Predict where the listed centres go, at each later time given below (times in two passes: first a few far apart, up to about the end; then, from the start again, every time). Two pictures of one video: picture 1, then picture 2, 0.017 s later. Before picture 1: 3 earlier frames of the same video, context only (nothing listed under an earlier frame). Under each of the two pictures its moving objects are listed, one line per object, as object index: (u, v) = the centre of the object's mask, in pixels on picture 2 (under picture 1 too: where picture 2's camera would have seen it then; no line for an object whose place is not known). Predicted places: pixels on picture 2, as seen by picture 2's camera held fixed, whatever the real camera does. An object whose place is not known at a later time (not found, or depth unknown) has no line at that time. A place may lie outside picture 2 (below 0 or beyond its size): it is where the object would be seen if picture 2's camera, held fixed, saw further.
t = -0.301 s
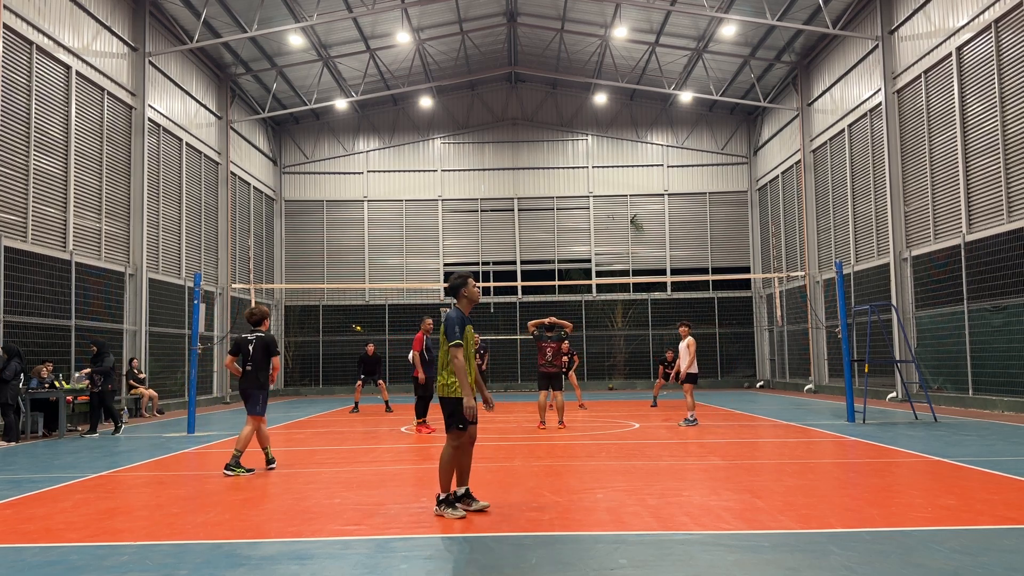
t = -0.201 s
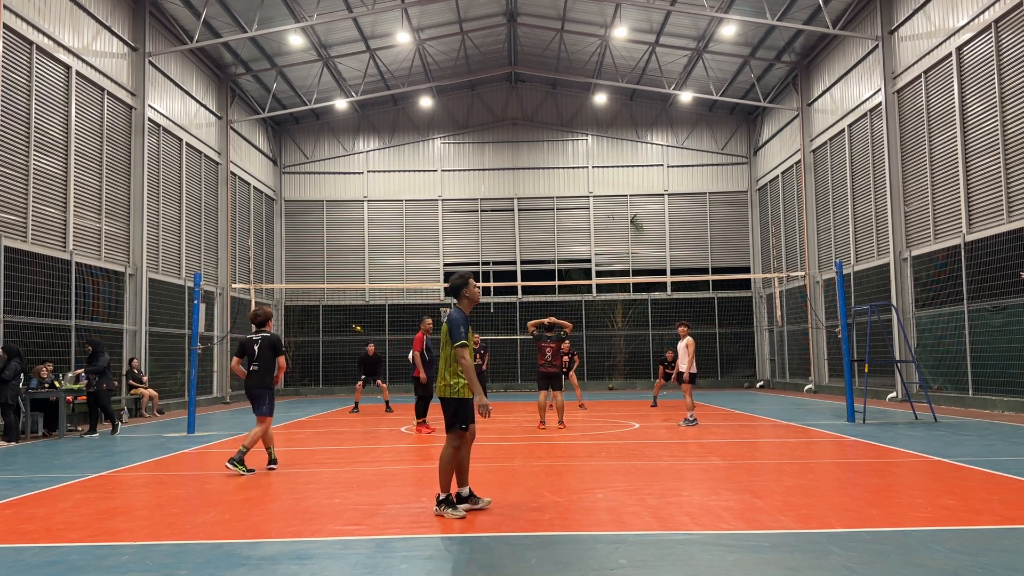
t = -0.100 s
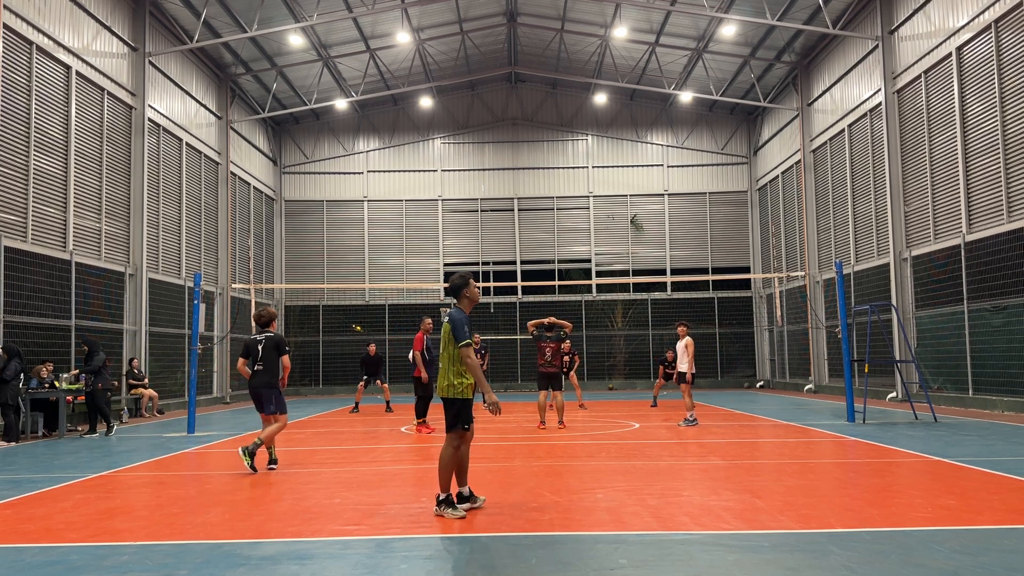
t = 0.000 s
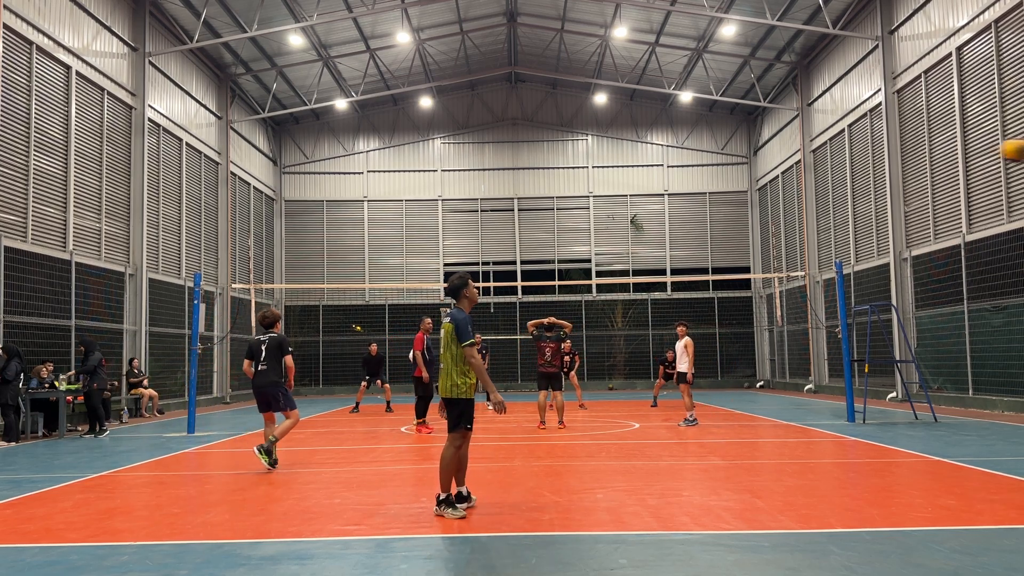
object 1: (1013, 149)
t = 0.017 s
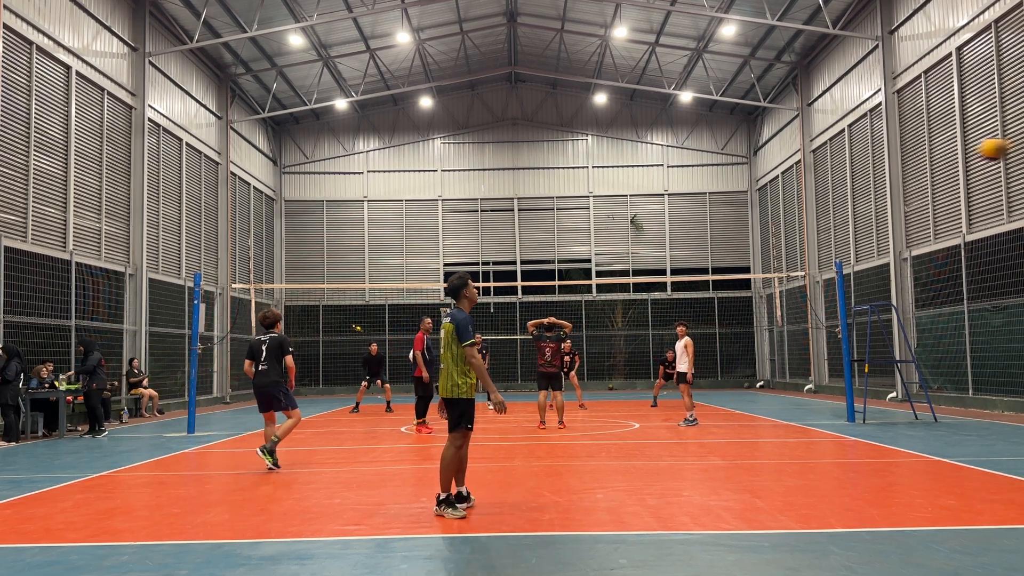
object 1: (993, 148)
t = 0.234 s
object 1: (790, 158)
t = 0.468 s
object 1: (675, 193)
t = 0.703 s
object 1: (607, 240)
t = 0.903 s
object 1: (566, 289)
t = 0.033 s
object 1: (971, 148)
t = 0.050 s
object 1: (950, 147)
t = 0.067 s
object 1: (932, 147)
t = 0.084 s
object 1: (914, 147)
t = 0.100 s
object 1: (899, 147)
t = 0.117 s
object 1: (882, 147)
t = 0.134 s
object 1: (868, 148)
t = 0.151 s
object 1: (853, 148)
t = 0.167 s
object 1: (838, 152)
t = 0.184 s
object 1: (825, 153)
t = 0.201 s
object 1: (813, 155)
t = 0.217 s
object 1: (802, 156)
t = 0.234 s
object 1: (790, 158)
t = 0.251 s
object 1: (780, 160)
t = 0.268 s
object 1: (769, 162)
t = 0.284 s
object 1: (759, 163)
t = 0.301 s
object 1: (750, 165)
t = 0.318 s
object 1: (741, 168)
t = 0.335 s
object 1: (733, 170)
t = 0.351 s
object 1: (724, 173)
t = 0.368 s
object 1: (716, 175)
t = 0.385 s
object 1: (709, 178)
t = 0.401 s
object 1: (702, 181)
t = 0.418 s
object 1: (695, 184)
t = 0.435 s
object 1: (688, 187)
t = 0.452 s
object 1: (682, 190)
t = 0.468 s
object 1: (675, 193)
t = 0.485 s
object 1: (669, 197)
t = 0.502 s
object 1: (663, 199)
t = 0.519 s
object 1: (658, 202)
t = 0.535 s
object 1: (652, 206)
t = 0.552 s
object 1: (646, 209)
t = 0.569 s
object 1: (641, 212)
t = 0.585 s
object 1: (636, 216)
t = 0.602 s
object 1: (632, 219)
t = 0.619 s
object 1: (627, 223)
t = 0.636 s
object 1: (623, 226)
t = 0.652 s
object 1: (618, 229)
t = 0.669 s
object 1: (614, 233)
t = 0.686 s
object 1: (610, 237)
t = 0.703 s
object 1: (607, 240)
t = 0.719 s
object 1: (602, 244)
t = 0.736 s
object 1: (600, 247)
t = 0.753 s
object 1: (595, 252)
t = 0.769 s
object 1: (592, 256)
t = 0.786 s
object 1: (588, 260)
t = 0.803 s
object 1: (585, 264)
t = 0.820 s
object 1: (581, 268)
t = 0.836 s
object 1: (578, 272)
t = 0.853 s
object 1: (575, 276)
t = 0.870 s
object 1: (572, 278)
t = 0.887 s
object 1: (569, 285)
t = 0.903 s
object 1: (566, 289)
